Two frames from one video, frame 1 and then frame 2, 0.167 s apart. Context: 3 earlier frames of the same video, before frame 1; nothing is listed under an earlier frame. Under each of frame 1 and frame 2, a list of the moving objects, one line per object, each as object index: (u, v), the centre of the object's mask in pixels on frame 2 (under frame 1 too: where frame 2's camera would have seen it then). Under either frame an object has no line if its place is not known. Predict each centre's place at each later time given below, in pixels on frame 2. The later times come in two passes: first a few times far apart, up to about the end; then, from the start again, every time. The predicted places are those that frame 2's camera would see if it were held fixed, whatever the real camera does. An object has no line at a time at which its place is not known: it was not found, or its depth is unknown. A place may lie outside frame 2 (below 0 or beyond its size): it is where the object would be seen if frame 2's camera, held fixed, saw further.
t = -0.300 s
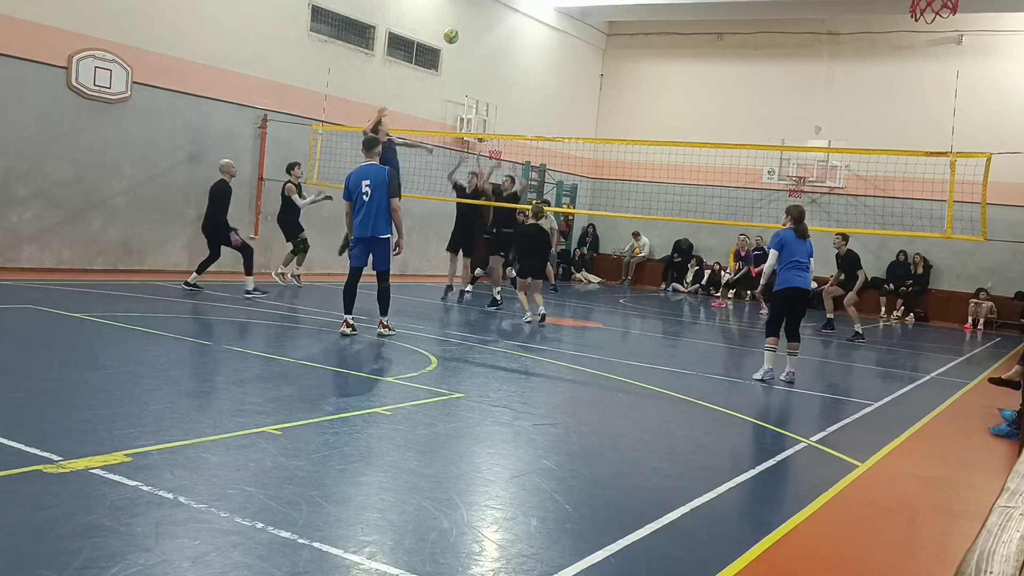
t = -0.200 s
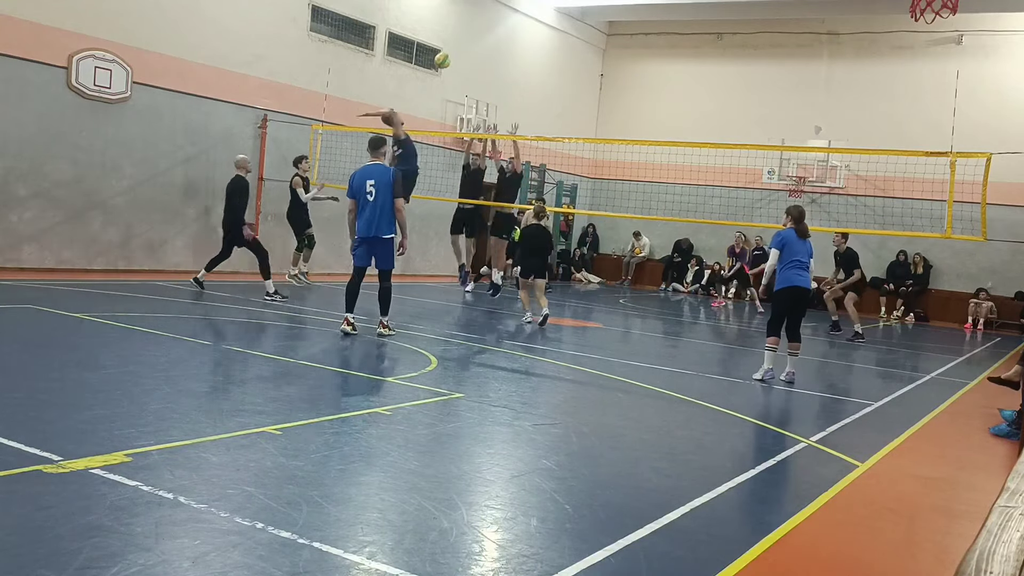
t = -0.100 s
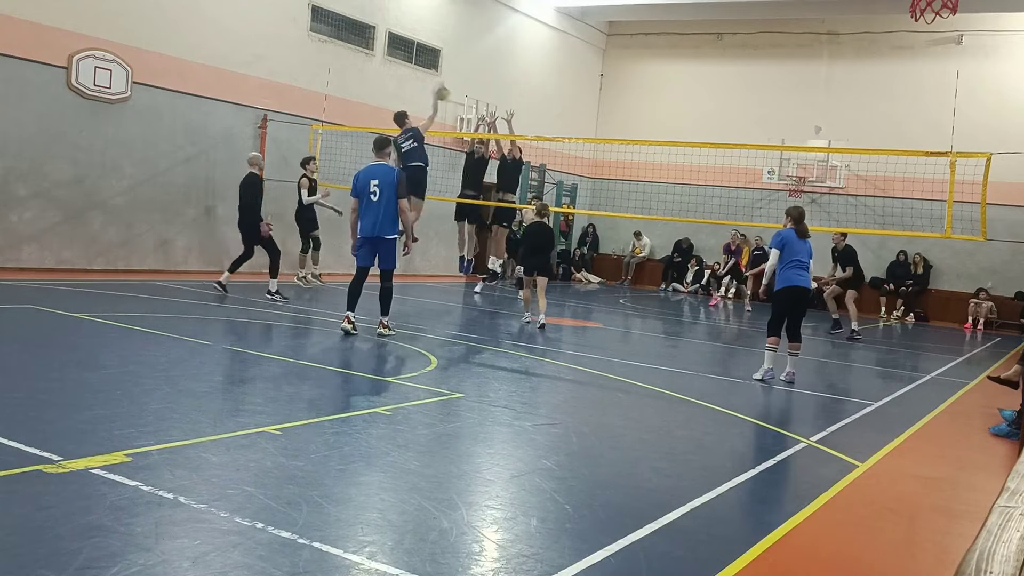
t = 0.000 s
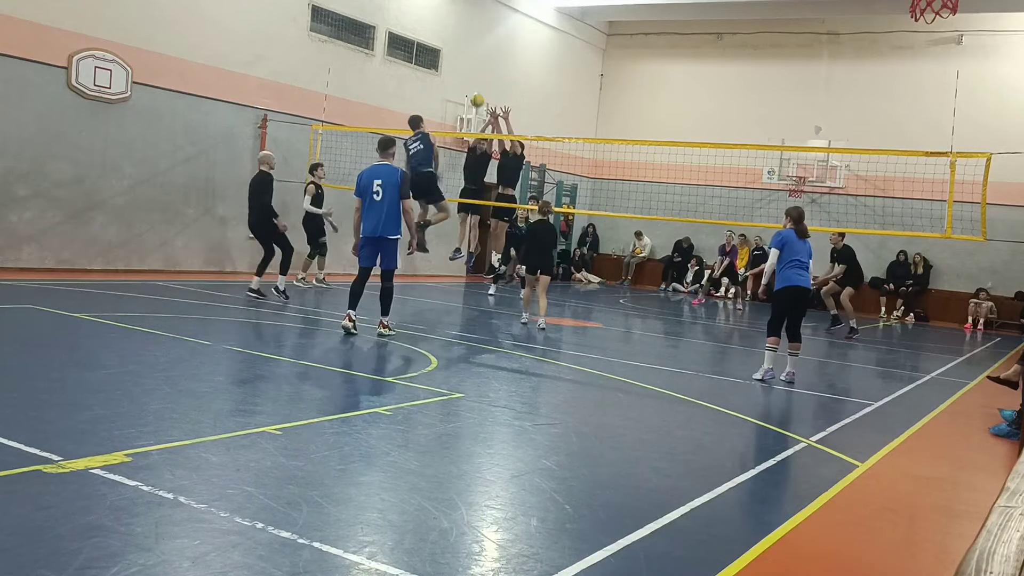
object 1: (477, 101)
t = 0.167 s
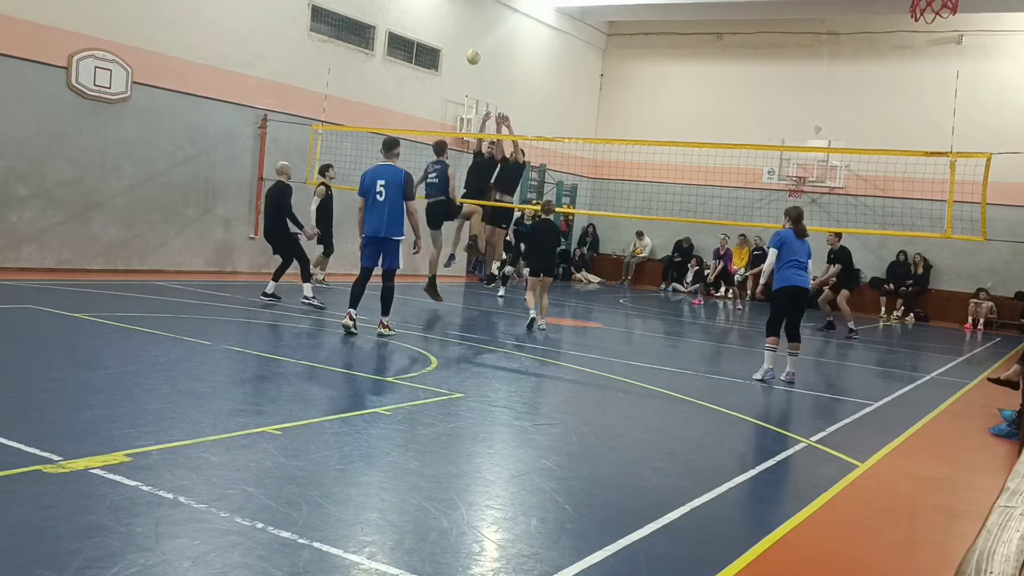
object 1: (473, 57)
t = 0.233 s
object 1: (471, 47)
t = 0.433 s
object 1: (465, 33)
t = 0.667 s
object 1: (456, 49)
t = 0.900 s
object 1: (445, 96)
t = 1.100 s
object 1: (435, 157)
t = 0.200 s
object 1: (472, 52)
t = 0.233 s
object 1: (471, 47)
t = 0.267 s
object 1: (470, 42)
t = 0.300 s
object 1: (469, 39)
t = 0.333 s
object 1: (468, 36)
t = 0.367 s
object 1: (467, 34)
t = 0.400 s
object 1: (466, 33)
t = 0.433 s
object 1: (465, 33)
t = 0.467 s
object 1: (464, 33)
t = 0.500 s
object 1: (462, 34)
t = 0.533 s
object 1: (461, 35)
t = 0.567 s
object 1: (459, 38)
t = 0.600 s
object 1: (458, 41)
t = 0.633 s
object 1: (457, 44)
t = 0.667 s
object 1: (456, 49)
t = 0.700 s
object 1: (454, 53)
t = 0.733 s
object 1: (452, 59)
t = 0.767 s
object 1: (451, 65)
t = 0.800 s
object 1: (449, 72)
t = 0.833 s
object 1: (447, 79)
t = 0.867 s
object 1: (446, 87)
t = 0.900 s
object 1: (445, 96)
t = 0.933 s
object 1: (443, 105)
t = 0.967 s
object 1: (441, 114)
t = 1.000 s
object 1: (440, 124)
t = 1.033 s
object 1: (438, 137)
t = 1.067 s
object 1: (436, 146)
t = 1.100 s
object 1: (435, 157)
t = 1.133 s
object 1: (433, 170)
